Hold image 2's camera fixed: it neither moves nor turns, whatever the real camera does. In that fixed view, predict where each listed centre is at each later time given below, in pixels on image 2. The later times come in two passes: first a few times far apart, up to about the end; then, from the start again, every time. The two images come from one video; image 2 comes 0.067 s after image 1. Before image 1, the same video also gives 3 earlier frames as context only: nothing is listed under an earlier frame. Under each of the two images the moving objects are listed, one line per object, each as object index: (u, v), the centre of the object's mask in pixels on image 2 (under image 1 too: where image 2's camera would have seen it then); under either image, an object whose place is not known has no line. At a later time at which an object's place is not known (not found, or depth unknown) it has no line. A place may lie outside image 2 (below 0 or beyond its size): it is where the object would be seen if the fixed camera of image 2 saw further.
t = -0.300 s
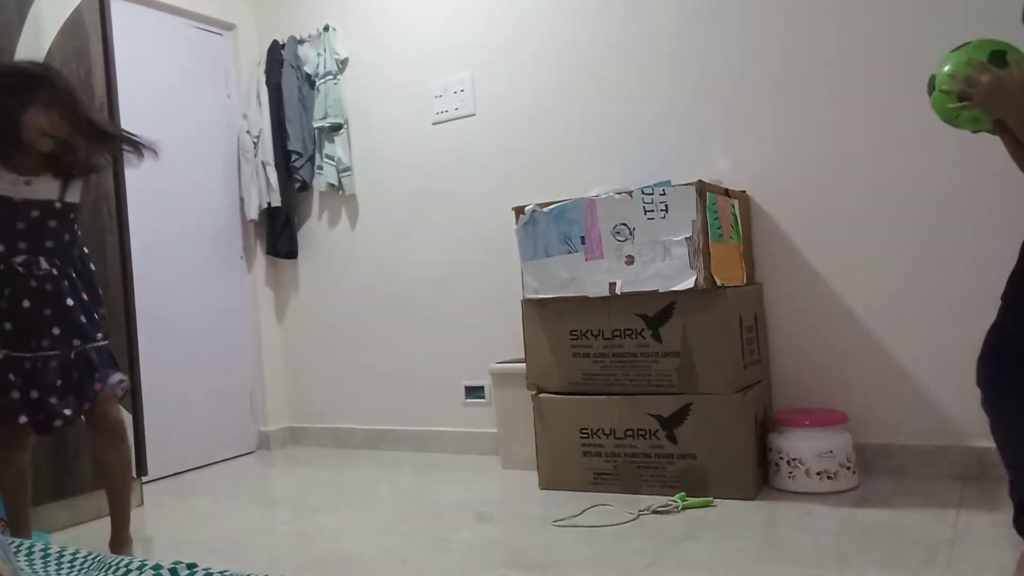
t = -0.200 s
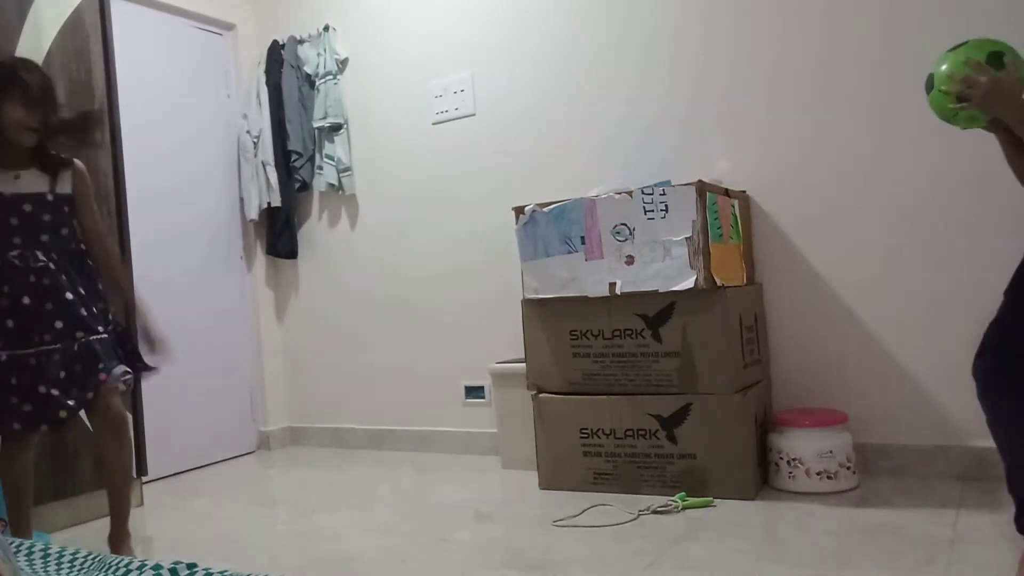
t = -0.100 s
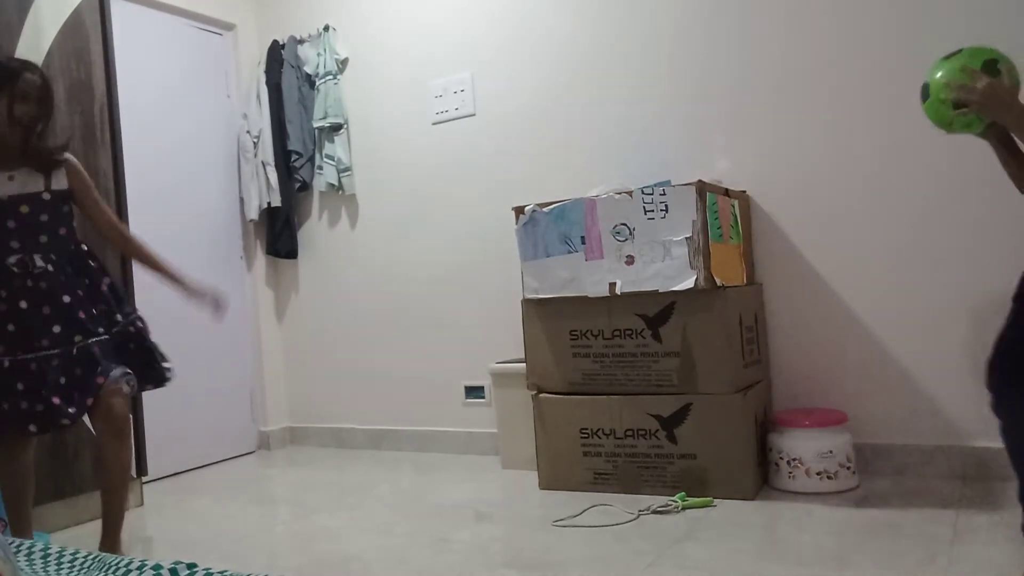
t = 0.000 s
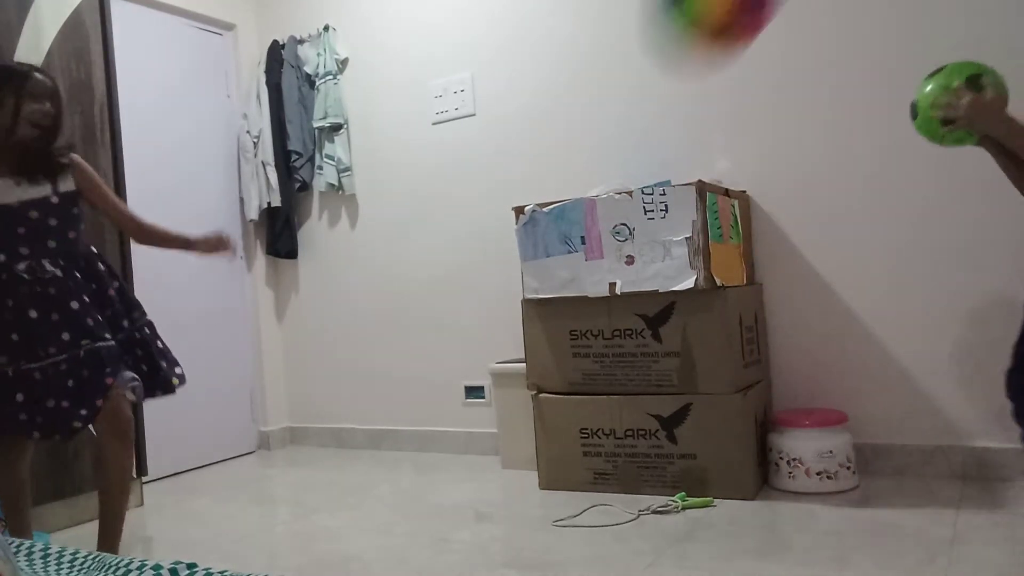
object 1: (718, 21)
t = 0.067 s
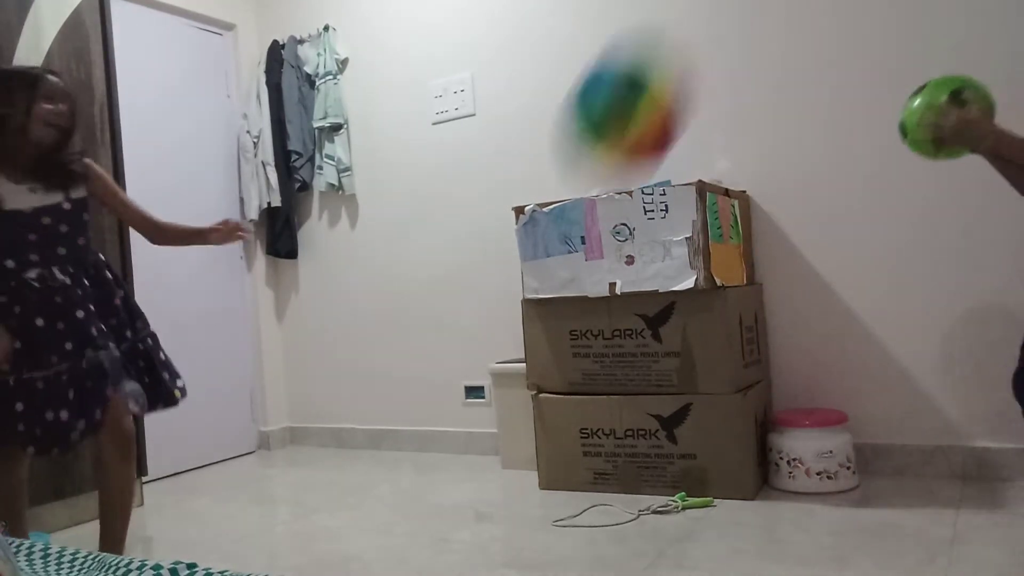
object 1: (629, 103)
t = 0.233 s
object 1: (457, 464)
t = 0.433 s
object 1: (344, 349)
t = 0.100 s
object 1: (591, 166)
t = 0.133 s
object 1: (550, 234)
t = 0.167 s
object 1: (512, 311)
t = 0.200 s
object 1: (481, 389)
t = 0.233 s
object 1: (457, 464)
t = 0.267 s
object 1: (435, 529)
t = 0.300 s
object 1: (408, 543)
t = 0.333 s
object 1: (390, 498)
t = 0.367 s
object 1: (374, 443)
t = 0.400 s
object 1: (358, 395)
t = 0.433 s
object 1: (344, 349)
